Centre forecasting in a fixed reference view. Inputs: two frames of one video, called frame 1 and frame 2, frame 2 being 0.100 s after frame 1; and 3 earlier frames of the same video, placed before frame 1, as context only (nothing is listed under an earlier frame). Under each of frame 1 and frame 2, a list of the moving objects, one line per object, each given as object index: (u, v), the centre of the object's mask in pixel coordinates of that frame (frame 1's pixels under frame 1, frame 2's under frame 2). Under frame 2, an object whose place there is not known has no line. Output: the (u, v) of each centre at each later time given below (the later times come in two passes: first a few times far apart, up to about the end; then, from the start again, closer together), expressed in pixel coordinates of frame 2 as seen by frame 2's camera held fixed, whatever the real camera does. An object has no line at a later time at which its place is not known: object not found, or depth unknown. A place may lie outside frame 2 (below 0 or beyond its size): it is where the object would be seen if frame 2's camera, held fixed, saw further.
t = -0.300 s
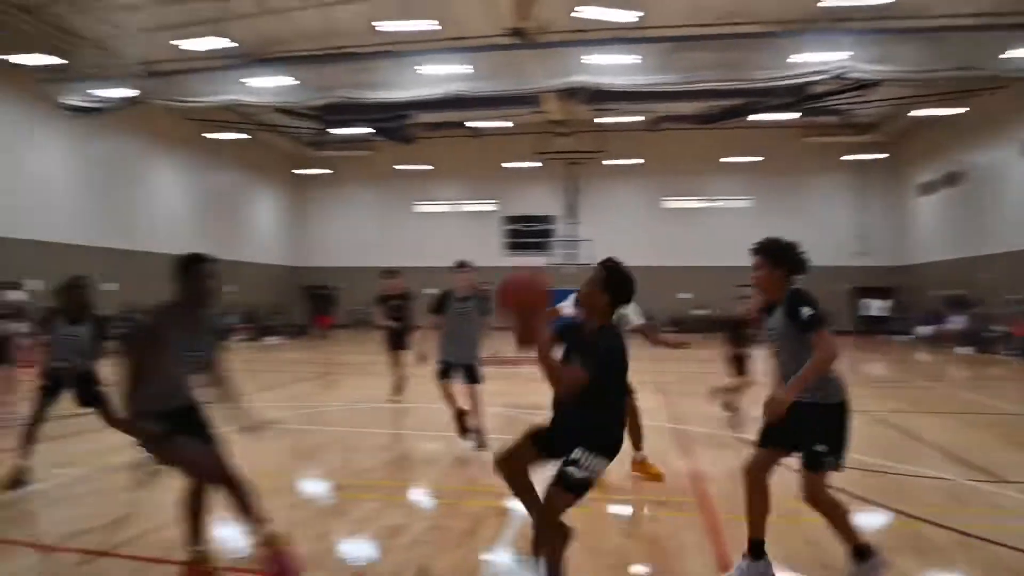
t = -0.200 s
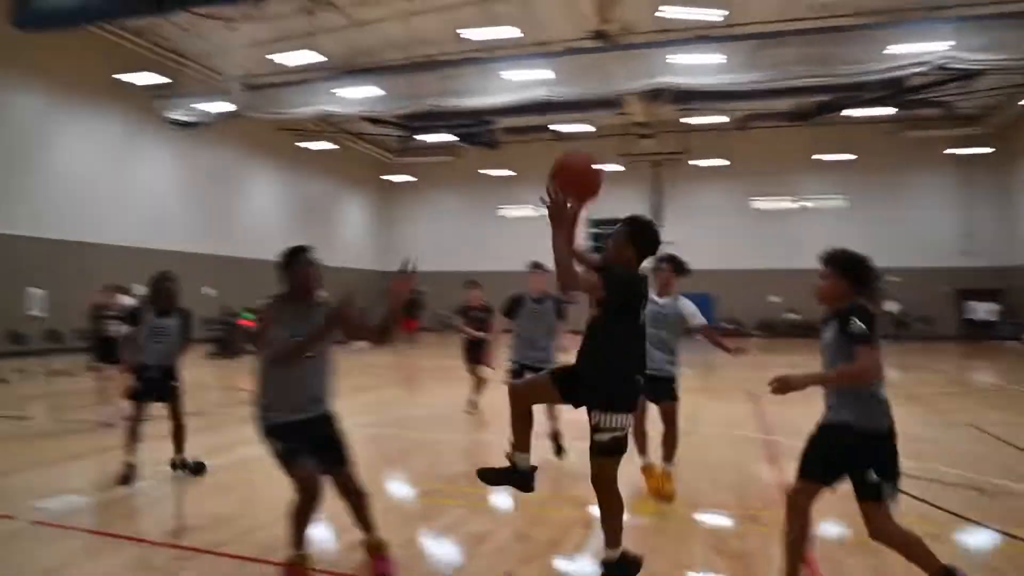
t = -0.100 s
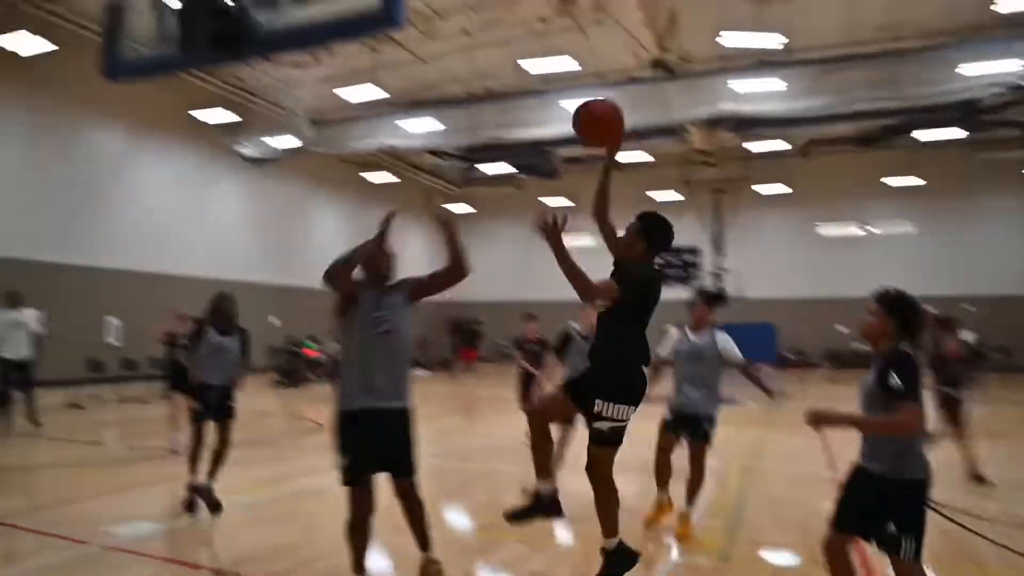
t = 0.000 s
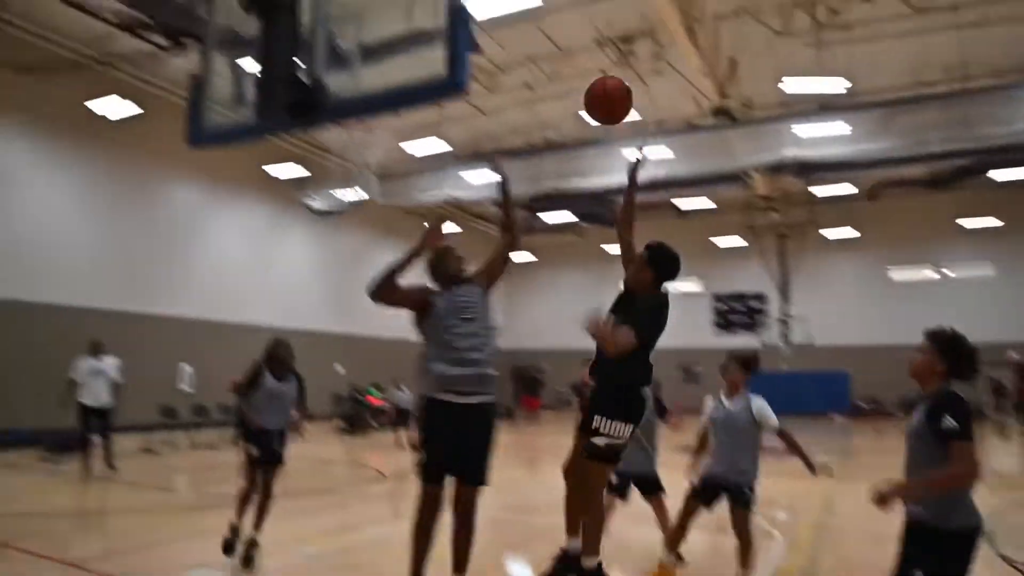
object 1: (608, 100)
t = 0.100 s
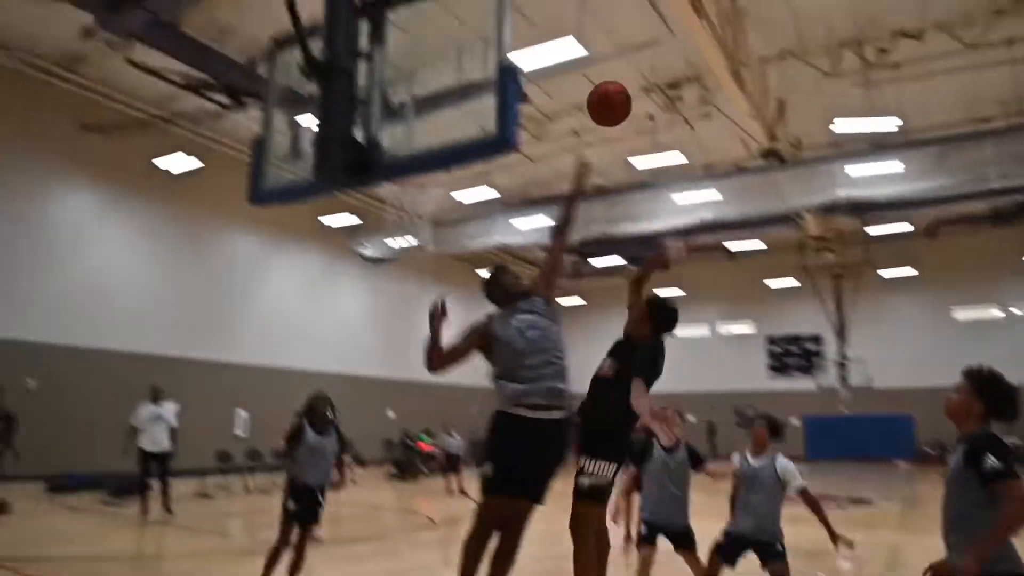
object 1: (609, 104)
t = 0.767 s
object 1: (407, 204)
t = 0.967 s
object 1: (430, 261)
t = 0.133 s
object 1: (593, 92)
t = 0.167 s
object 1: (579, 84)
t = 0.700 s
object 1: (402, 196)
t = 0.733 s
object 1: (402, 200)
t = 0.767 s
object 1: (407, 204)
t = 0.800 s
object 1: (415, 214)
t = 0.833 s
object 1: (419, 224)
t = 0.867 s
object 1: (422, 231)
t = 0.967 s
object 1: (430, 261)
